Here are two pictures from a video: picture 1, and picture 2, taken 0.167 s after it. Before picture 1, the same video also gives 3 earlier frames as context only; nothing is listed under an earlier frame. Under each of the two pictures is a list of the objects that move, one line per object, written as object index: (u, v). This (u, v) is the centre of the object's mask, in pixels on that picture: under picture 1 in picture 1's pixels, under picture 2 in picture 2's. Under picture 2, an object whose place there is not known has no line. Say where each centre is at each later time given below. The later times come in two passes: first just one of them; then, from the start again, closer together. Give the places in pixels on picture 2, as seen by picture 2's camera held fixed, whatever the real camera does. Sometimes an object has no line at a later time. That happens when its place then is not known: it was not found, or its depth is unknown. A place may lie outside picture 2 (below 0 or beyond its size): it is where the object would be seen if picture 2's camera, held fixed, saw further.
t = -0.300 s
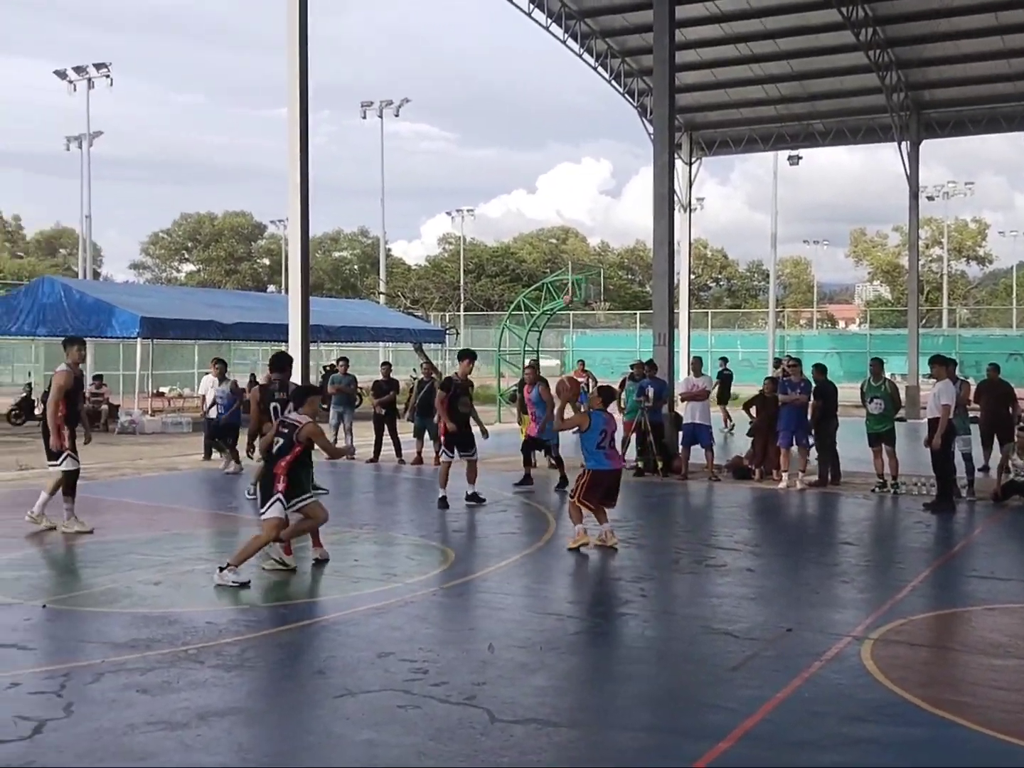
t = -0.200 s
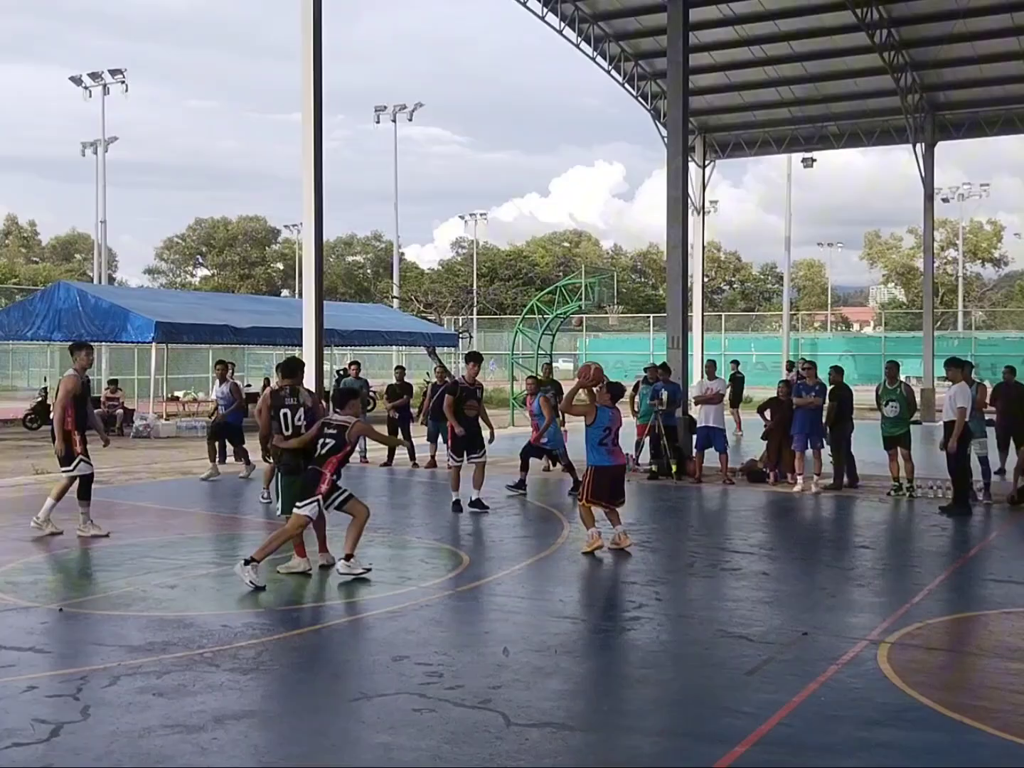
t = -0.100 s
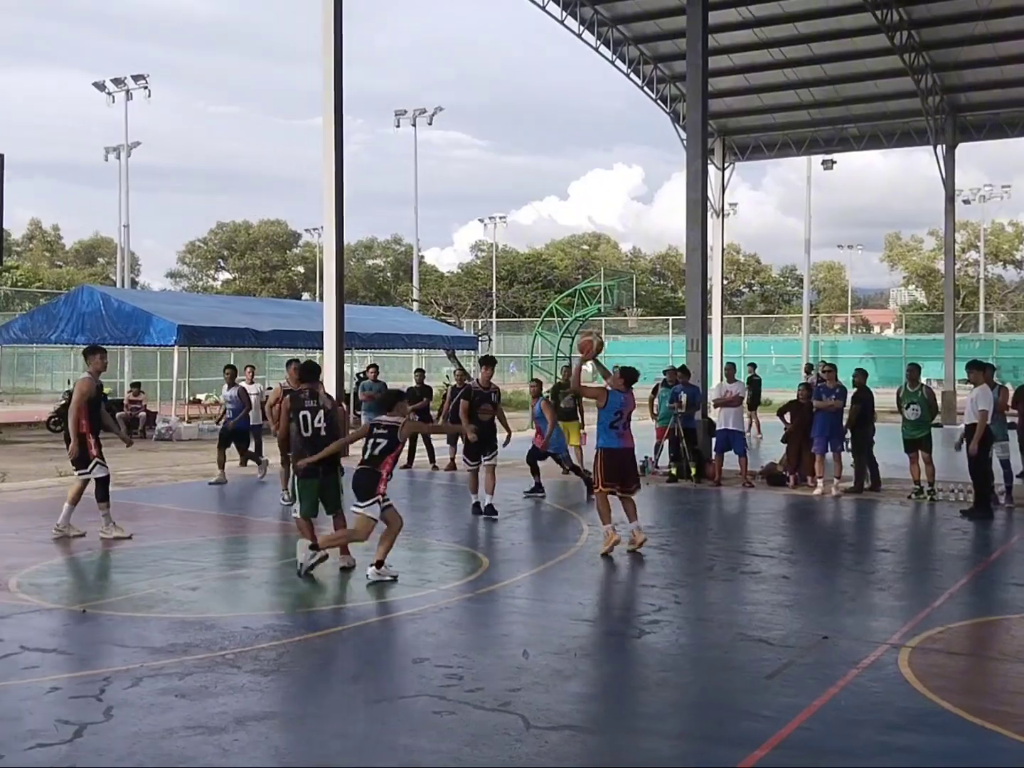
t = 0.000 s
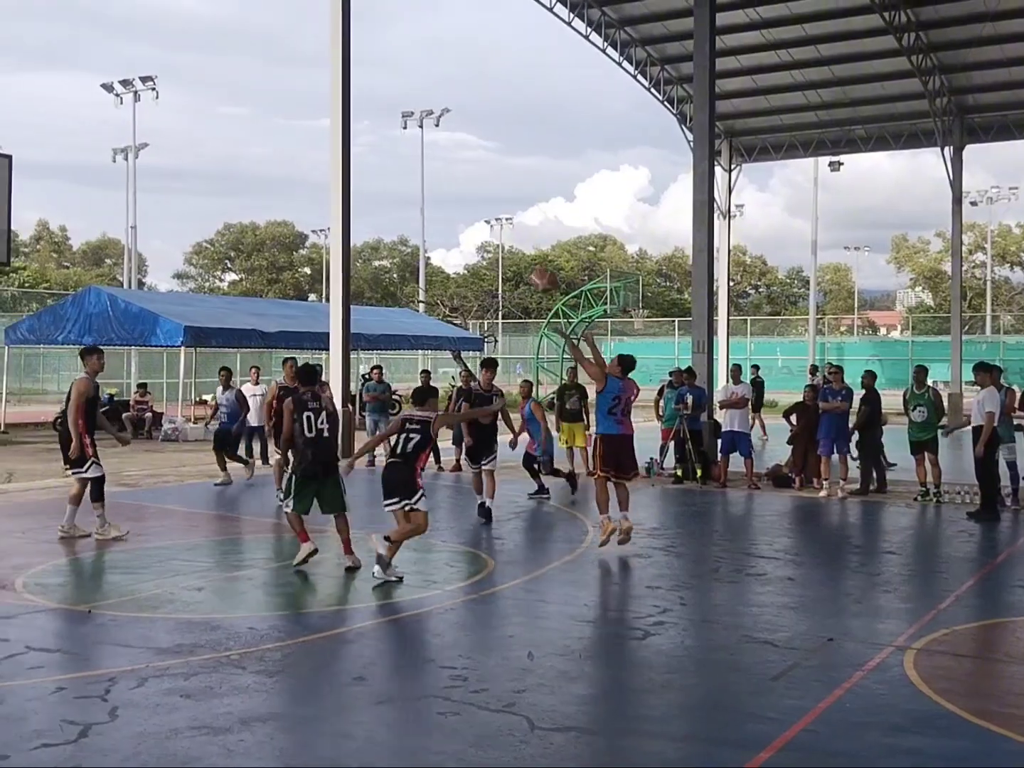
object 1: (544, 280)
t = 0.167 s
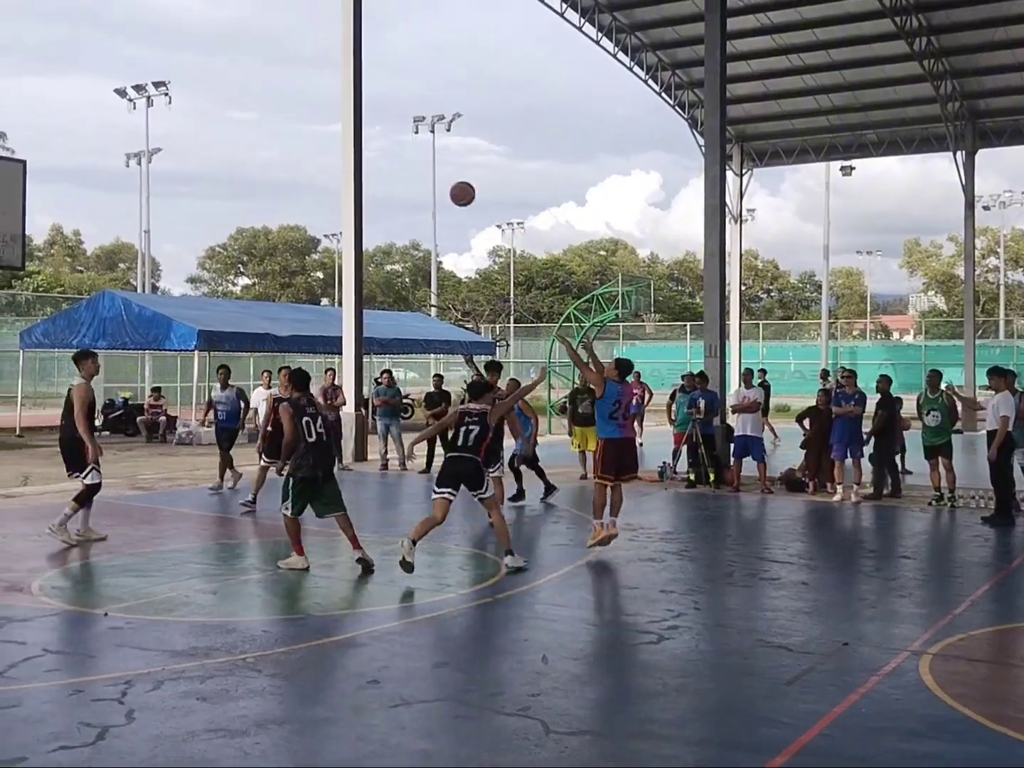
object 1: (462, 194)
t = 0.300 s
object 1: (390, 143)
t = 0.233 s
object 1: (427, 166)
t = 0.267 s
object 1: (408, 154)
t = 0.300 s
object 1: (390, 143)
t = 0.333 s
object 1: (373, 134)
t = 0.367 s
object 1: (356, 126)
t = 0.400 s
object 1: (338, 119)
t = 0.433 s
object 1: (321, 113)
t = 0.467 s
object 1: (304, 109)
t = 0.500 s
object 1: (288, 105)
